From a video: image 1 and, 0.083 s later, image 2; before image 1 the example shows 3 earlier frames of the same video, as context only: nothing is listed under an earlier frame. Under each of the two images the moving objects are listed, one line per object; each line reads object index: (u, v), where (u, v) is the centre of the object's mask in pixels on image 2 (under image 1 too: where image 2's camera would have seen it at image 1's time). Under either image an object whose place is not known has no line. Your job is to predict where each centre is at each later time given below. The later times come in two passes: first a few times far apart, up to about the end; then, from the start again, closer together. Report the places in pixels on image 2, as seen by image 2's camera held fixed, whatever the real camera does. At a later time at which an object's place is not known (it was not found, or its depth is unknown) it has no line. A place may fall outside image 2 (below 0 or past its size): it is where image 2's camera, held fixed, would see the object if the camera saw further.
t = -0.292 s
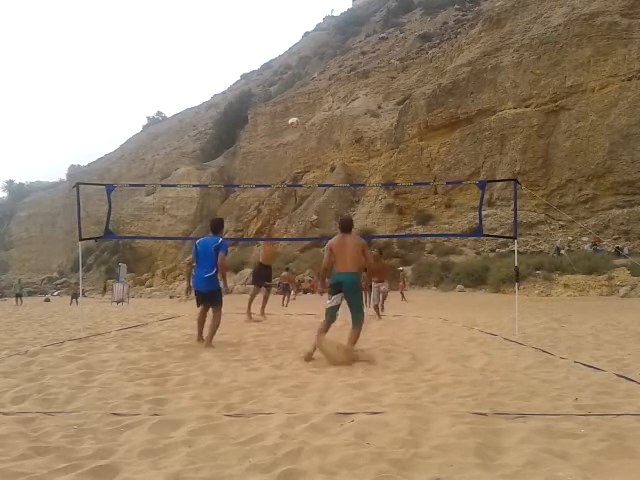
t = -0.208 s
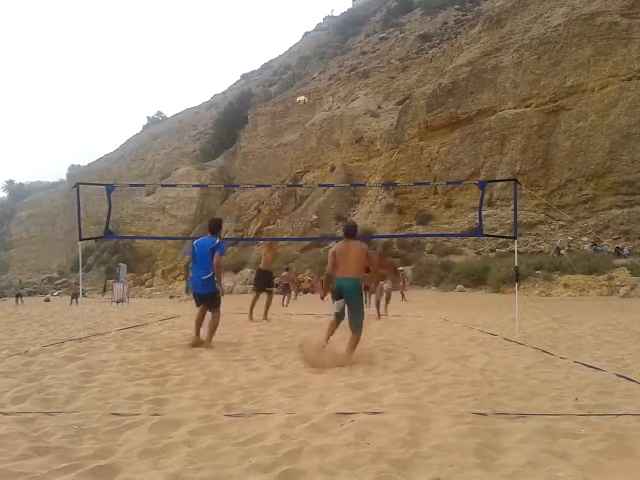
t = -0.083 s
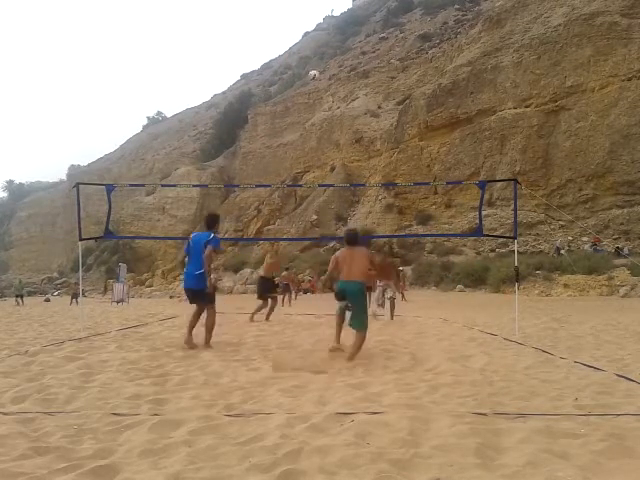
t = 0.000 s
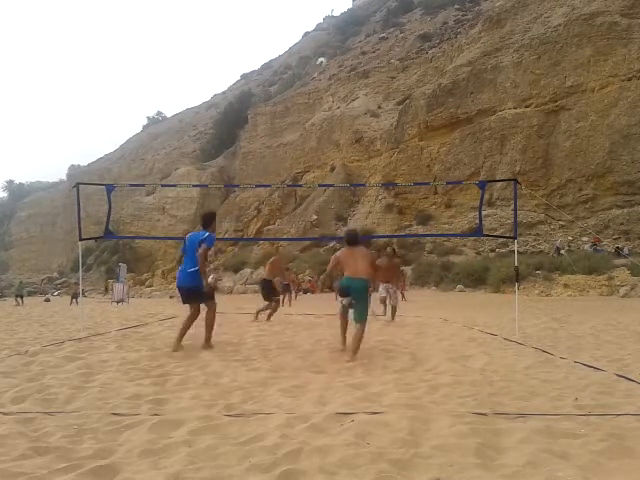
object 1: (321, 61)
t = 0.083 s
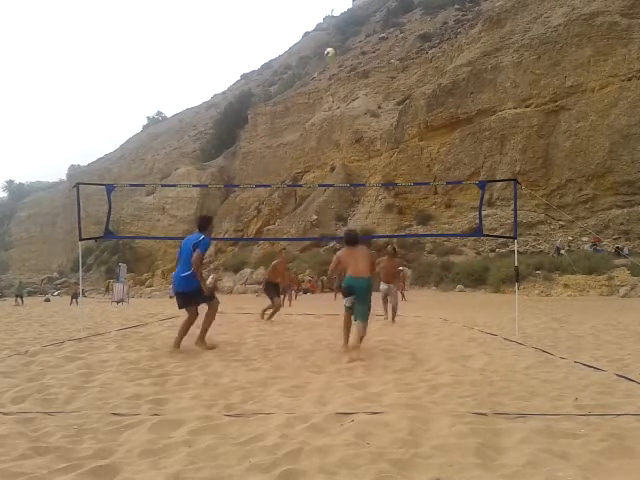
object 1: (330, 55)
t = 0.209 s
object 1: (341, 46)
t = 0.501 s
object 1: (370, 58)
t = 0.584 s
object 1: (379, 70)
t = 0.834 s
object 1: (402, 130)
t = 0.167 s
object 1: (338, 47)
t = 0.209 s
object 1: (341, 46)
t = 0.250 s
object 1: (346, 44)
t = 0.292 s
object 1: (349, 44)
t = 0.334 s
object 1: (354, 45)
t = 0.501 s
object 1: (370, 58)
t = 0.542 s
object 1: (374, 63)
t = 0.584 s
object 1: (379, 70)
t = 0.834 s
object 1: (402, 130)
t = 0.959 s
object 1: (414, 172)
